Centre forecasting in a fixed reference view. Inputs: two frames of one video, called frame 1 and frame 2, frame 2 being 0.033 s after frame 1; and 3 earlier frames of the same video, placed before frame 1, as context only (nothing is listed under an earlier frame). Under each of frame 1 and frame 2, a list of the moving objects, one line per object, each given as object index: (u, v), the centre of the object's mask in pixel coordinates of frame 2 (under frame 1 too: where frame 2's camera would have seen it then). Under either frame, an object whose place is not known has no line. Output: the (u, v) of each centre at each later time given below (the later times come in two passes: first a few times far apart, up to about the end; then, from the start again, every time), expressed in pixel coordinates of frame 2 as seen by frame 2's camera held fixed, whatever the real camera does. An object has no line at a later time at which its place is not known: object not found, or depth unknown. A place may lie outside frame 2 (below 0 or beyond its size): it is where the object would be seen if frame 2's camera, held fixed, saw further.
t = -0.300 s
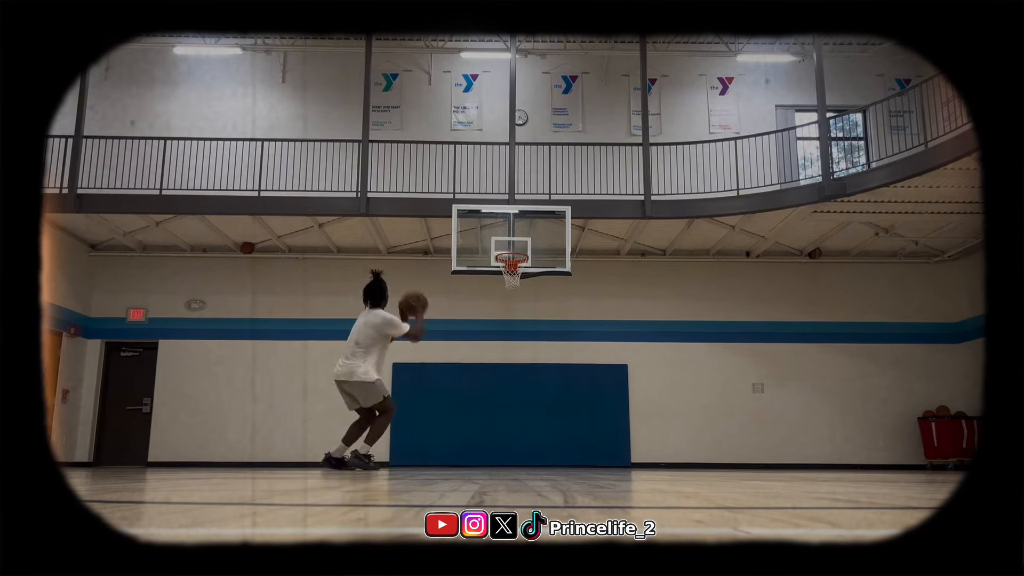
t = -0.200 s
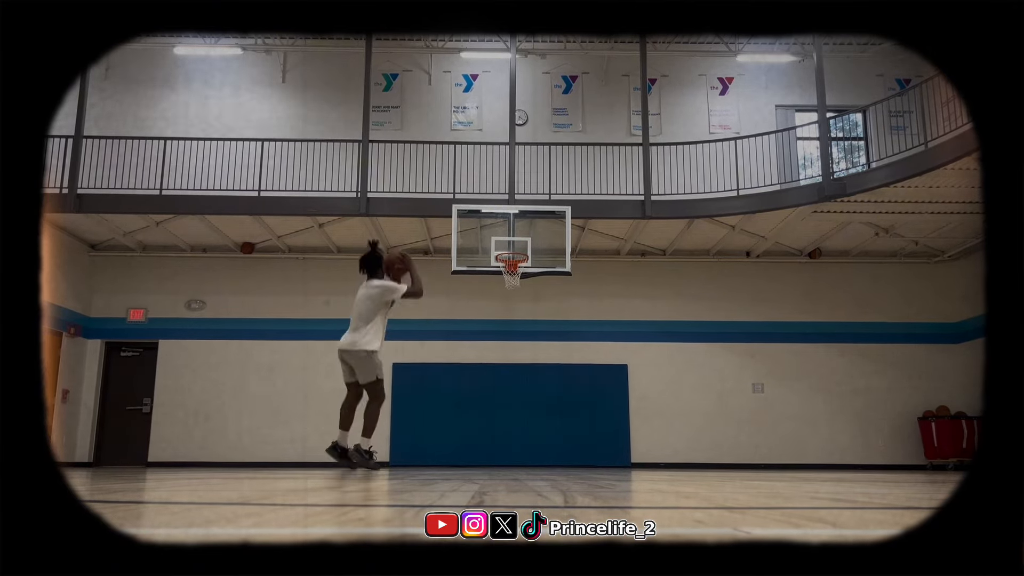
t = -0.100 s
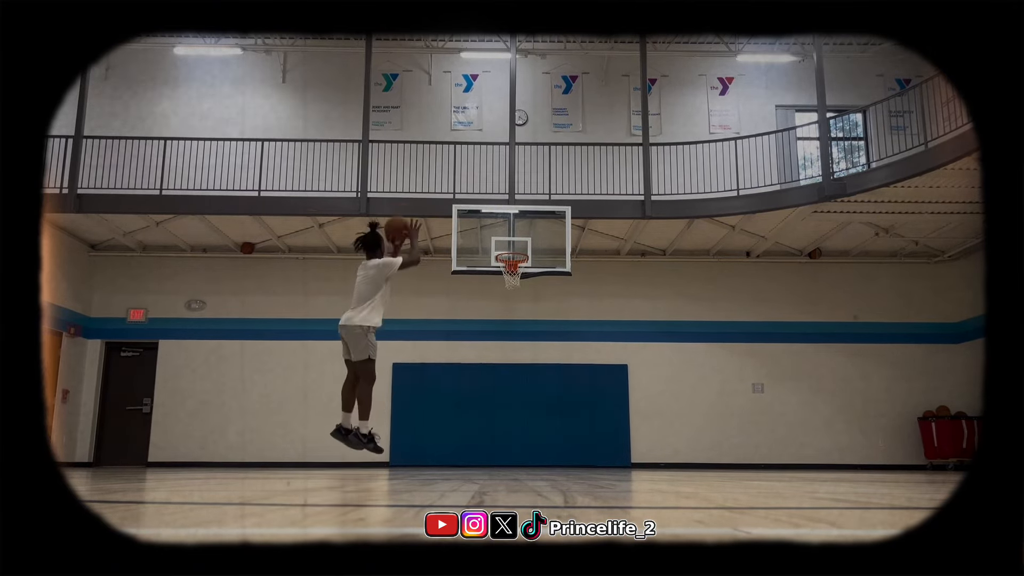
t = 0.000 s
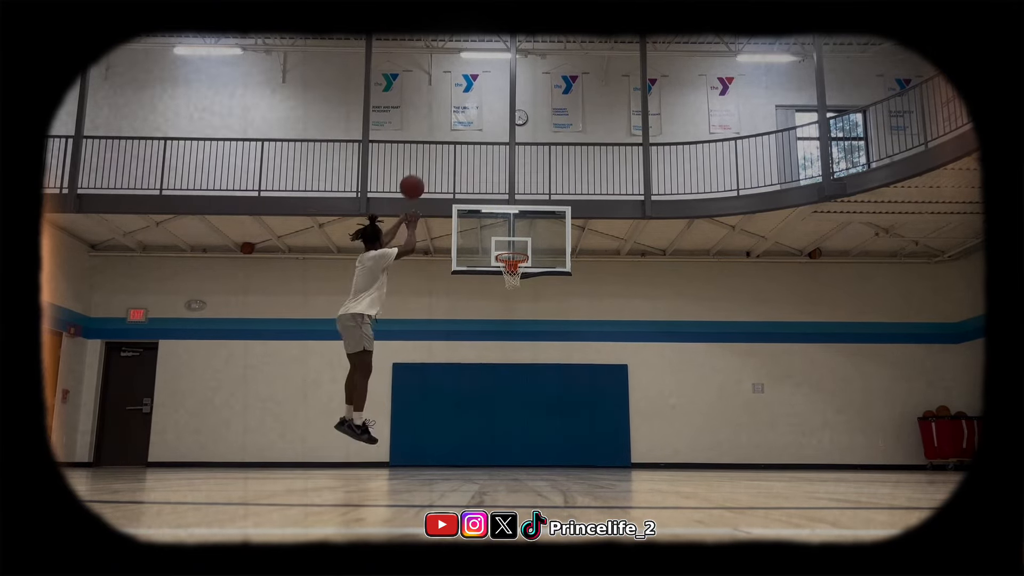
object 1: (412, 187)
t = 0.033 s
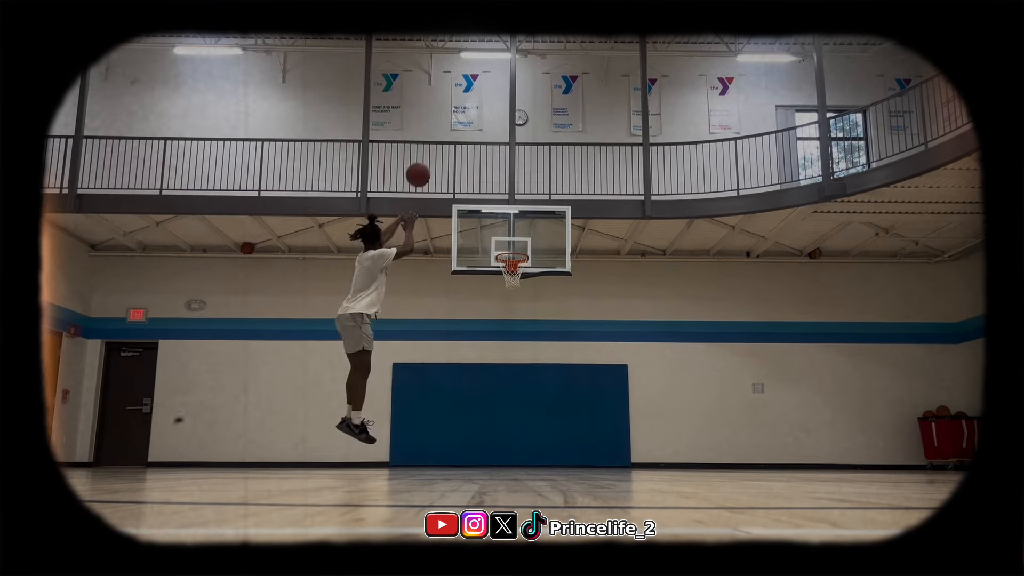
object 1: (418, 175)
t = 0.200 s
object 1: (444, 136)
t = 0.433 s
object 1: (475, 128)
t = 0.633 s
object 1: (495, 153)
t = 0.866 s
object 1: (516, 210)
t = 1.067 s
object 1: (530, 238)
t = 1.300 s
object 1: (546, 233)
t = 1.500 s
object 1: (558, 248)
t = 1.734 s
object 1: (574, 278)
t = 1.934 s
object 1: (588, 333)
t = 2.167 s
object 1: (606, 437)
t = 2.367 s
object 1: (618, 403)
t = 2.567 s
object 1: (630, 353)
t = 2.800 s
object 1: (646, 332)
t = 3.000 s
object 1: (660, 343)
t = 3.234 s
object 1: (680, 397)
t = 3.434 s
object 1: (696, 449)
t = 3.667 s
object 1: (709, 393)
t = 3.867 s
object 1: (721, 379)
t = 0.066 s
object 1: (424, 164)
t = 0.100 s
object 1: (429, 155)
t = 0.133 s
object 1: (434, 147)
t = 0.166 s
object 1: (440, 141)
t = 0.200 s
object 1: (444, 136)
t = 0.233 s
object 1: (449, 132)
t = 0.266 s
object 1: (454, 129)
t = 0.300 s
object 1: (458, 127)
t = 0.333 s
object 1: (462, 126)
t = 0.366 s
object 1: (467, 126)
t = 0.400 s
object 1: (471, 127)
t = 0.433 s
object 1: (475, 128)
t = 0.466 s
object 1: (478, 131)
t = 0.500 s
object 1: (482, 134)
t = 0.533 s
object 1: (485, 137)
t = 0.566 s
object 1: (489, 142)
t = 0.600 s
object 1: (492, 147)
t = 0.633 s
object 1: (495, 153)
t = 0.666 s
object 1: (498, 159)
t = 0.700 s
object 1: (501, 166)
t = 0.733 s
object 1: (504, 174)
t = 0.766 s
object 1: (507, 182)
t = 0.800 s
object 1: (510, 191)
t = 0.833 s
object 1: (513, 200)
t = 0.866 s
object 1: (516, 210)
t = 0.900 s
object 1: (518, 220)
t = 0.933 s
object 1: (521, 231)
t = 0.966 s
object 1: (523, 243)
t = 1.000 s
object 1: (526, 245)
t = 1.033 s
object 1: (528, 241)
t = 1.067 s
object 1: (530, 238)
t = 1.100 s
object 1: (533, 235)
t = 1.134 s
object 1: (535, 233)
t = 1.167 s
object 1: (537, 232)
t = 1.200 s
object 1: (539, 231)
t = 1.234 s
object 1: (541, 231)
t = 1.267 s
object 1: (543, 232)
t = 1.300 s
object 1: (546, 233)
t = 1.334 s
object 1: (548, 235)
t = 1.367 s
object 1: (550, 238)
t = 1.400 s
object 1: (552, 242)
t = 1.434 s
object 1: (554, 246)
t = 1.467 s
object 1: (557, 247)
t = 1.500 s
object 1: (558, 248)
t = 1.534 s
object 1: (561, 250)
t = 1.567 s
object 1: (563, 253)
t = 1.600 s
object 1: (565, 256)
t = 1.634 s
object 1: (567, 261)
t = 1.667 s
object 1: (570, 266)
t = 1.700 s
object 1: (572, 272)
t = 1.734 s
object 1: (574, 278)
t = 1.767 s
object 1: (576, 285)
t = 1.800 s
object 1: (578, 293)
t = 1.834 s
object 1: (581, 302)
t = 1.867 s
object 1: (583, 311)
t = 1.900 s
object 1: (585, 322)
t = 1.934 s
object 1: (588, 333)
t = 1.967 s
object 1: (590, 345)
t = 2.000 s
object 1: (593, 358)
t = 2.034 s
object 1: (595, 372)
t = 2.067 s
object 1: (598, 387)
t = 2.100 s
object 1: (601, 403)
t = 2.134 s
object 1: (604, 420)
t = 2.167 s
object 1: (606, 437)
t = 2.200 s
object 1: (609, 456)
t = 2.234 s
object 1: (611, 453)
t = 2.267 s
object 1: (613, 438)
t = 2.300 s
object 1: (614, 426)
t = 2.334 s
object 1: (616, 414)
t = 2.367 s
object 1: (618, 403)
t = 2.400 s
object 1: (620, 393)
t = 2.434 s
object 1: (622, 383)
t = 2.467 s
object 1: (624, 375)
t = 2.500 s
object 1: (626, 367)
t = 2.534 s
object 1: (628, 359)
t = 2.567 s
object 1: (630, 353)
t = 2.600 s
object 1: (632, 348)
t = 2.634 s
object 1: (634, 343)
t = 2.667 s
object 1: (637, 339)
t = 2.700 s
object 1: (639, 336)
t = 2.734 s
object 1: (641, 334)
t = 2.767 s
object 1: (644, 333)
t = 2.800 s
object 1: (646, 332)
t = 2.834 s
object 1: (648, 332)
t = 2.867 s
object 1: (650, 332)
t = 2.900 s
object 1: (653, 334)
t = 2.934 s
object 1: (655, 336)
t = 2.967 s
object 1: (657, 339)
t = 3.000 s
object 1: (660, 343)
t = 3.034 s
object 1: (663, 348)
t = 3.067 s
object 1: (666, 354)
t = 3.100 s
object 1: (668, 361)
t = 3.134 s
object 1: (671, 368)
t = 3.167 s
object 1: (674, 377)
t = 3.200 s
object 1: (677, 386)
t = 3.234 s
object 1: (680, 397)
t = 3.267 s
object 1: (683, 408)
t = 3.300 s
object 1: (686, 420)
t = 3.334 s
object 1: (689, 434)
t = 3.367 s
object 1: (692, 448)
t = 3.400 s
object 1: (695, 460)
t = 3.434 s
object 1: (696, 449)
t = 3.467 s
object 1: (698, 438)
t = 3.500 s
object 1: (700, 429)
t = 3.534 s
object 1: (701, 420)
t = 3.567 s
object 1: (703, 411)
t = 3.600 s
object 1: (705, 404)
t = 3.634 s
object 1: (707, 398)
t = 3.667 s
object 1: (709, 393)
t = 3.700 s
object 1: (710, 388)
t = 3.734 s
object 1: (712, 385)
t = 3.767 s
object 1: (714, 382)
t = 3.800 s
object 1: (717, 380)
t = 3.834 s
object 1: (719, 380)
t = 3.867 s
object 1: (721, 379)
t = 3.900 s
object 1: (723, 380)
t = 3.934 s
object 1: (725, 382)
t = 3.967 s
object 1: (728, 385)
